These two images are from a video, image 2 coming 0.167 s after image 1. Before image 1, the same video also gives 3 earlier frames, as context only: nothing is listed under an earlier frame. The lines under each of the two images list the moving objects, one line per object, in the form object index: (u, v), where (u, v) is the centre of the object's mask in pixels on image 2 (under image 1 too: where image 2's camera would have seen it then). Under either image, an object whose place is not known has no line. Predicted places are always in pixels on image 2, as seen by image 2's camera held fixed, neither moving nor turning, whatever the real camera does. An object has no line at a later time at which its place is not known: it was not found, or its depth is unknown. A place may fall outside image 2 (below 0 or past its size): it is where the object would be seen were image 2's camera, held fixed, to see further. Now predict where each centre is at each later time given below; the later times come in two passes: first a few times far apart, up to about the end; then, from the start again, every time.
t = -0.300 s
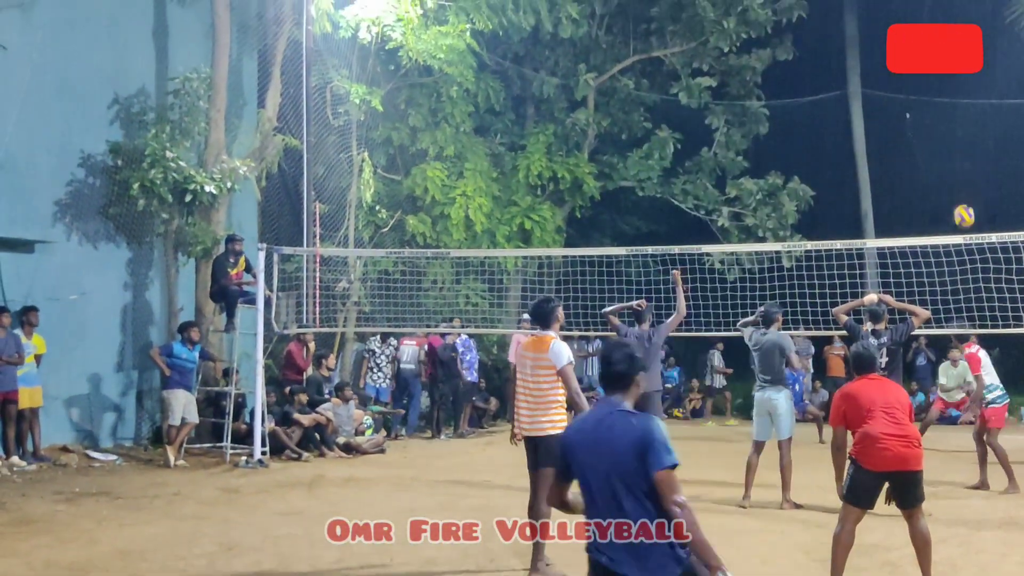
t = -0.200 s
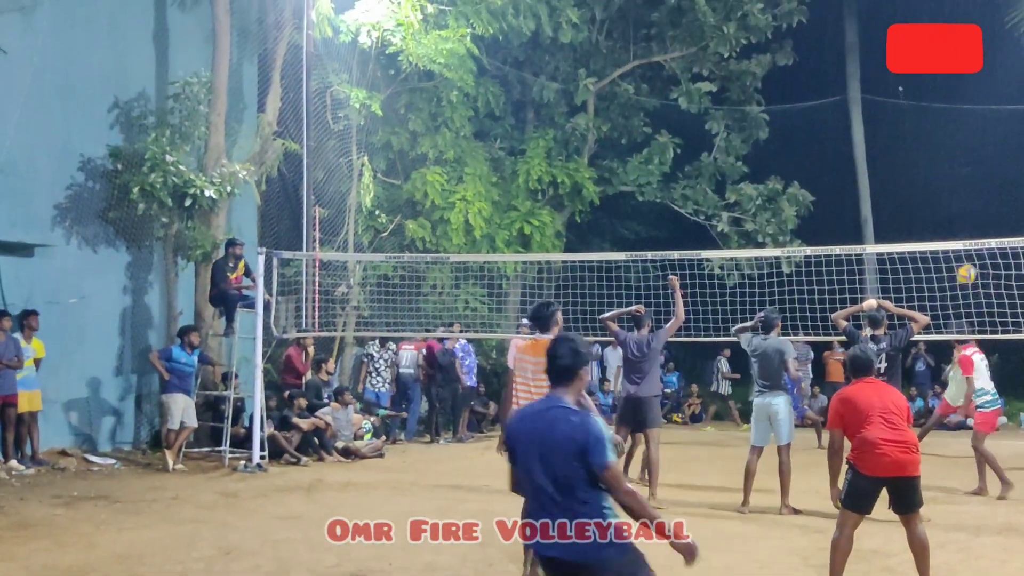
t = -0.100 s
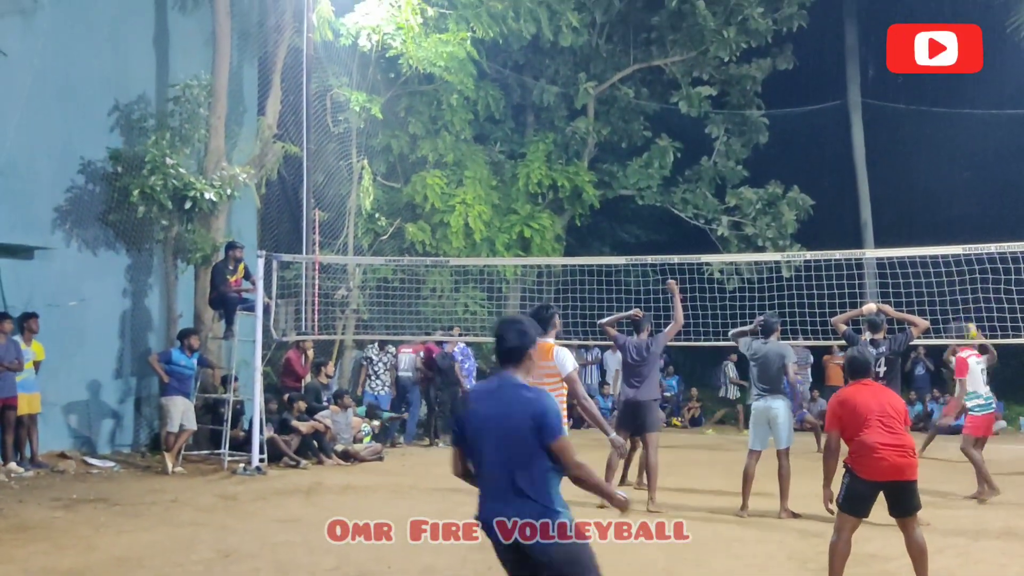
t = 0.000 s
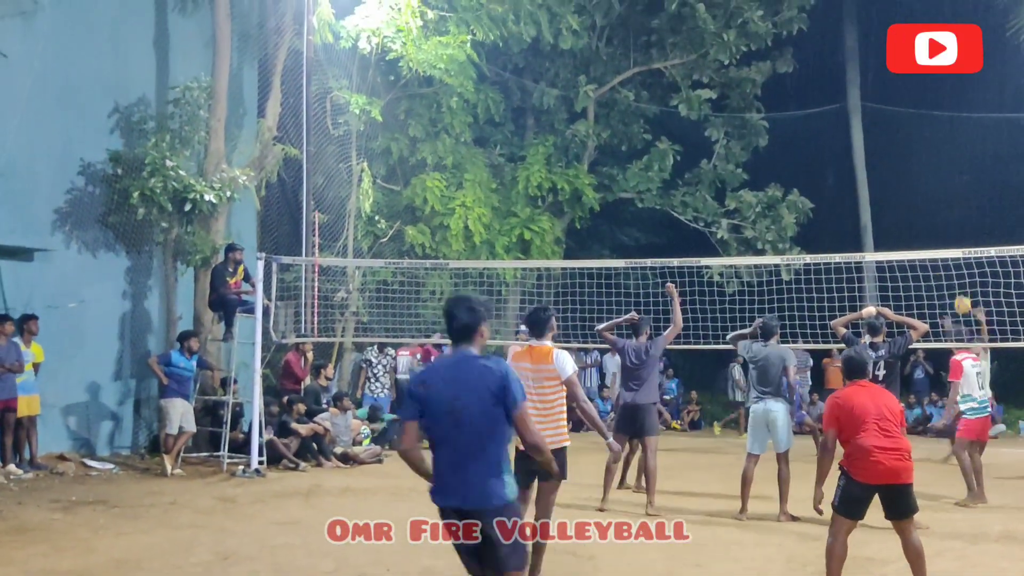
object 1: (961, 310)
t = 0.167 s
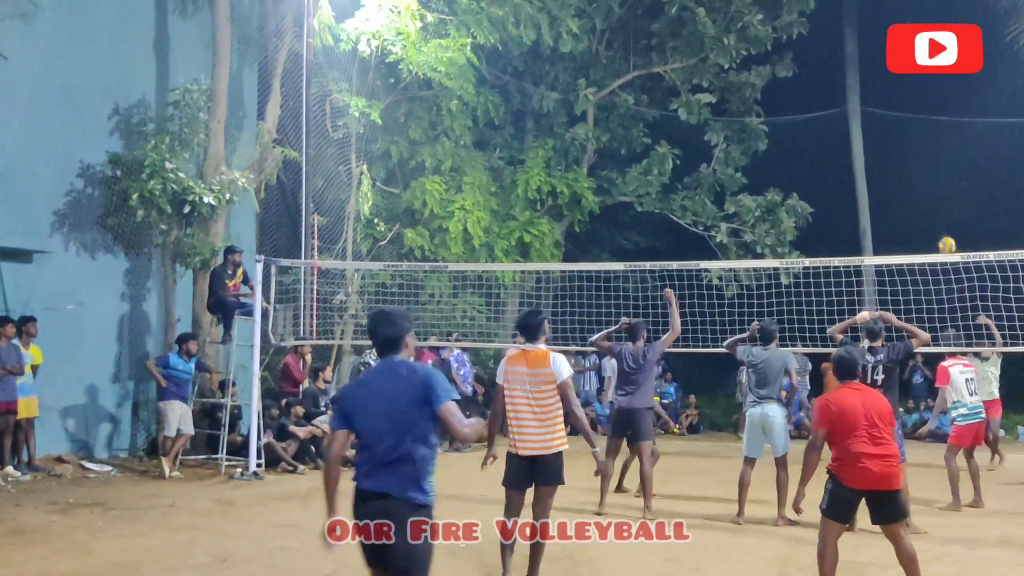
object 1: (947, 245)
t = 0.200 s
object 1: (944, 234)
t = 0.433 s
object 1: (924, 181)
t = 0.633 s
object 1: (907, 166)
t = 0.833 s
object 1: (890, 181)
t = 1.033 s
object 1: (871, 229)
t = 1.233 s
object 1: (853, 309)
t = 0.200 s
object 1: (944, 234)
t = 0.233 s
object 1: (941, 225)
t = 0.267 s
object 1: (939, 216)
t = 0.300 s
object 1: (936, 207)
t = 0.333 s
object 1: (933, 199)
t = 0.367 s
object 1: (930, 193)
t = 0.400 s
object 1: (927, 186)
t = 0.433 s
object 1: (924, 181)
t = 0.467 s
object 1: (921, 177)
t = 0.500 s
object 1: (919, 173)
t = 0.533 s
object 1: (916, 170)
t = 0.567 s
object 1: (913, 168)
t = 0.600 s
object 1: (910, 166)
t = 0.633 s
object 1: (907, 166)
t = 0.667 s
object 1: (904, 167)
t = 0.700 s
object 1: (902, 168)
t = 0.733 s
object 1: (899, 170)
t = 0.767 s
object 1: (896, 173)
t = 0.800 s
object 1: (893, 177)
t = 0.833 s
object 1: (890, 181)
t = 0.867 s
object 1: (887, 187)
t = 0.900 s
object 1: (883, 194)
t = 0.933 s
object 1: (880, 201)
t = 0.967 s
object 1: (877, 209)
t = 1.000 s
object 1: (875, 218)
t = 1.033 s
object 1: (871, 229)
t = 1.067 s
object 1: (867, 240)
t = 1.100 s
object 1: (864, 250)
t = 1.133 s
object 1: (860, 268)
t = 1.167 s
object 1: (858, 278)
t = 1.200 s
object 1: (855, 293)
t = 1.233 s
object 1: (853, 309)
